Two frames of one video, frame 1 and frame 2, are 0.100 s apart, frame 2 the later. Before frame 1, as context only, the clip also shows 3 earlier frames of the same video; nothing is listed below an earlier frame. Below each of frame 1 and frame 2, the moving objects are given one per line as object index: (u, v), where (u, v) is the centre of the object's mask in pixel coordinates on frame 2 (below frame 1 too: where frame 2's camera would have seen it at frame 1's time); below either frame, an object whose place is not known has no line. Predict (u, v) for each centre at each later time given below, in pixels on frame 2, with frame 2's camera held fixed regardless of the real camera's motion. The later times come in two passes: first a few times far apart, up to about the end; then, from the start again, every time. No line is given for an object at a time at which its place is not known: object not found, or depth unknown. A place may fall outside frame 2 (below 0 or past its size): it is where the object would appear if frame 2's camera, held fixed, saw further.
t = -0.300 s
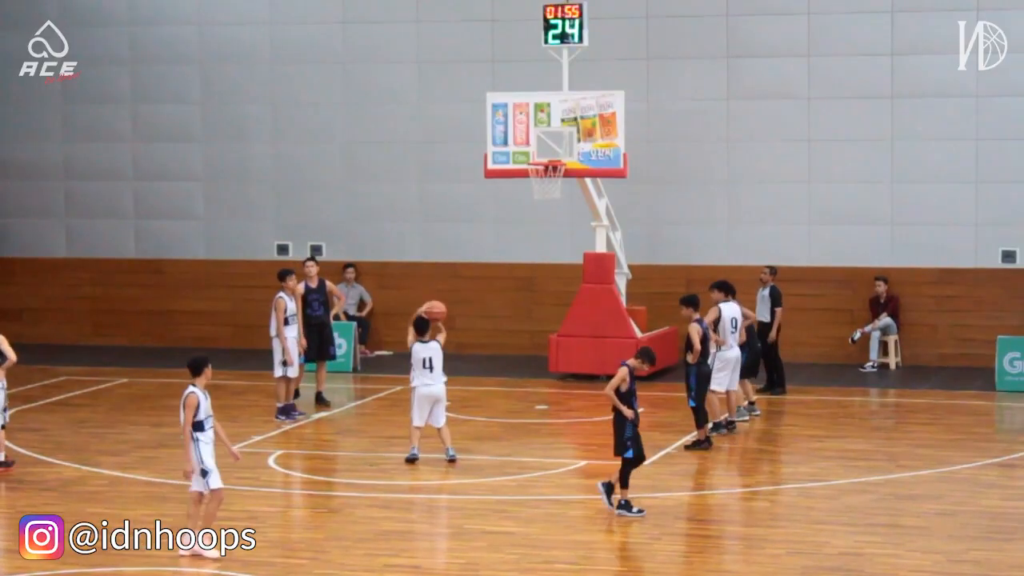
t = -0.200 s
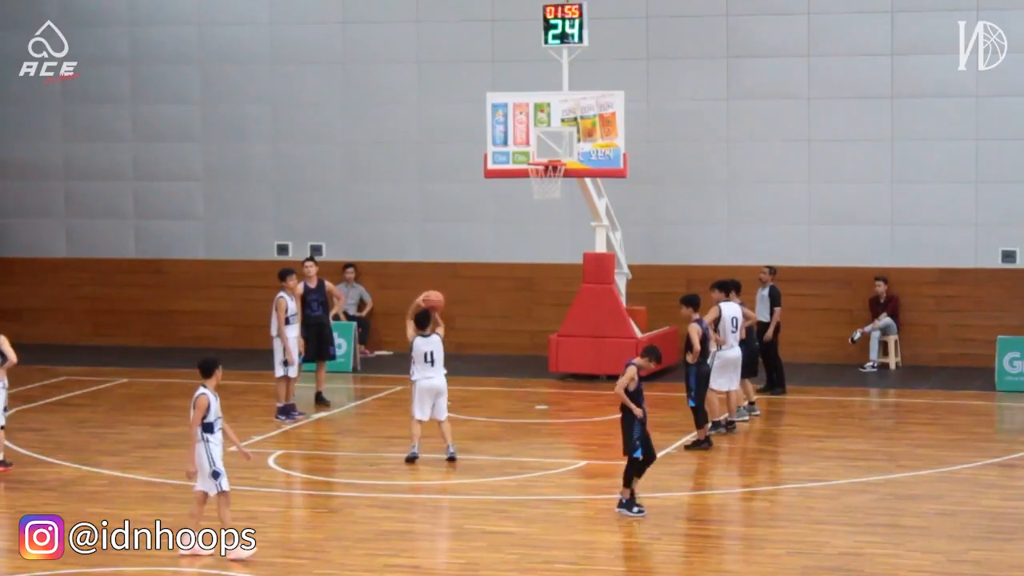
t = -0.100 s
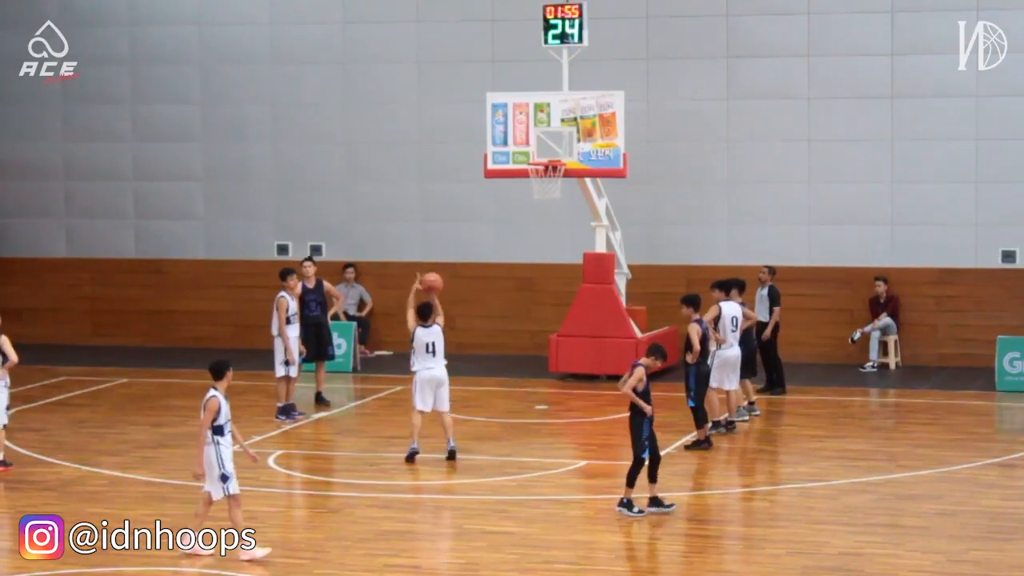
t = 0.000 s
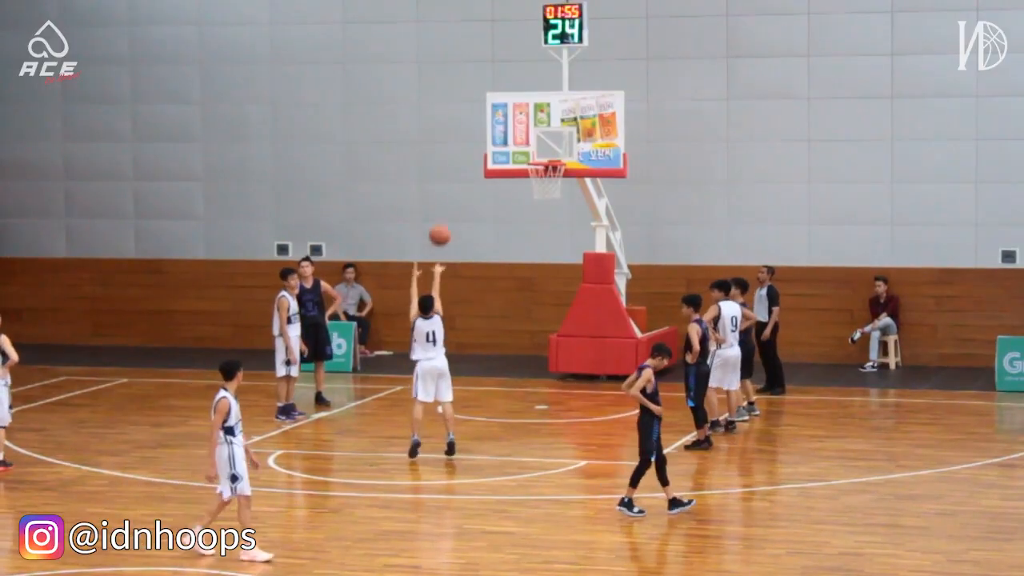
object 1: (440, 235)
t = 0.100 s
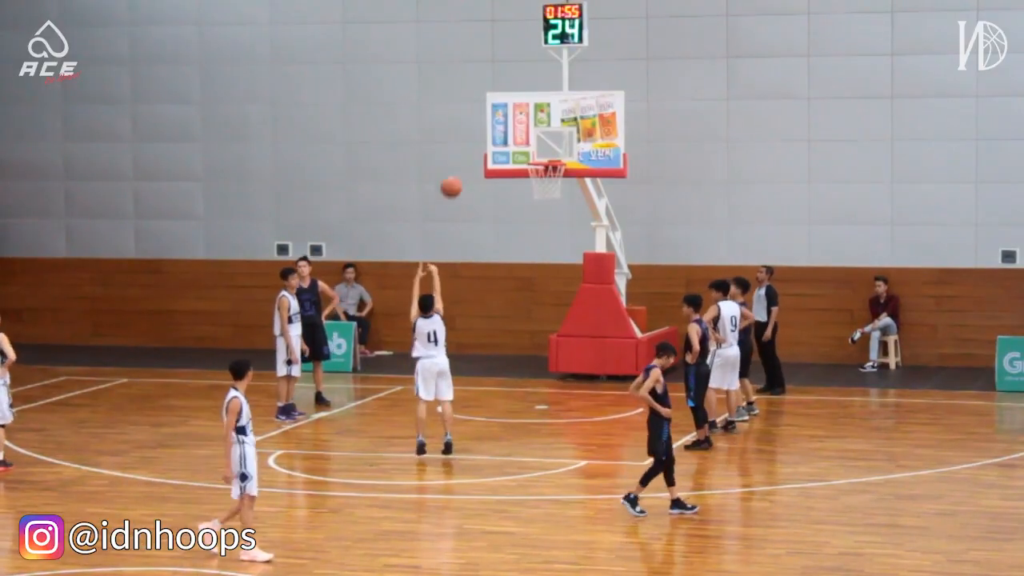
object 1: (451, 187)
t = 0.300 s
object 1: (473, 120)
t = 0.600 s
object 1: (503, 87)
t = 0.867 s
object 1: (529, 119)
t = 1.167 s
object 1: (557, 204)
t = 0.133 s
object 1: (455, 174)
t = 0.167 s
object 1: (458, 161)
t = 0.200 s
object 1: (462, 149)
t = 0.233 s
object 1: (466, 138)
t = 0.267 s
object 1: (469, 129)
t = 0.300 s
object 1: (473, 120)
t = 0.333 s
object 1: (476, 112)
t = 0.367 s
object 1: (480, 106)
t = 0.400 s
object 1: (483, 101)
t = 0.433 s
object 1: (486, 96)
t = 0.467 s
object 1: (490, 93)
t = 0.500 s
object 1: (493, 90)
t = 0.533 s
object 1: (497, 88)
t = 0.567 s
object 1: (500, 87)
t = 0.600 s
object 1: (503, 87)
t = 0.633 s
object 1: (506, 88)
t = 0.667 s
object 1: (510, 90)
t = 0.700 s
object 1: (513, 92)
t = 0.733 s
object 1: (516, 96)
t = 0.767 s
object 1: (520, 100)
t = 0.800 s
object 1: (522, 106)
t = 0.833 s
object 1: (526, 111)
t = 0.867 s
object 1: (529, 119)
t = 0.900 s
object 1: (532, 127)
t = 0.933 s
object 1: (535, 135)
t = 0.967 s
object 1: (538, 144)
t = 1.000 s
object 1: (542, 154)
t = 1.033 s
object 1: (544, 161)
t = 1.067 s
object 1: (546, 174)
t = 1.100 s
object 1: (552, 185)
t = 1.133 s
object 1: (555, 195)
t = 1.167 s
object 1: (557, 204)
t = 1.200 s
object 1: (560, 215)
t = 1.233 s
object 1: (563, 227)
